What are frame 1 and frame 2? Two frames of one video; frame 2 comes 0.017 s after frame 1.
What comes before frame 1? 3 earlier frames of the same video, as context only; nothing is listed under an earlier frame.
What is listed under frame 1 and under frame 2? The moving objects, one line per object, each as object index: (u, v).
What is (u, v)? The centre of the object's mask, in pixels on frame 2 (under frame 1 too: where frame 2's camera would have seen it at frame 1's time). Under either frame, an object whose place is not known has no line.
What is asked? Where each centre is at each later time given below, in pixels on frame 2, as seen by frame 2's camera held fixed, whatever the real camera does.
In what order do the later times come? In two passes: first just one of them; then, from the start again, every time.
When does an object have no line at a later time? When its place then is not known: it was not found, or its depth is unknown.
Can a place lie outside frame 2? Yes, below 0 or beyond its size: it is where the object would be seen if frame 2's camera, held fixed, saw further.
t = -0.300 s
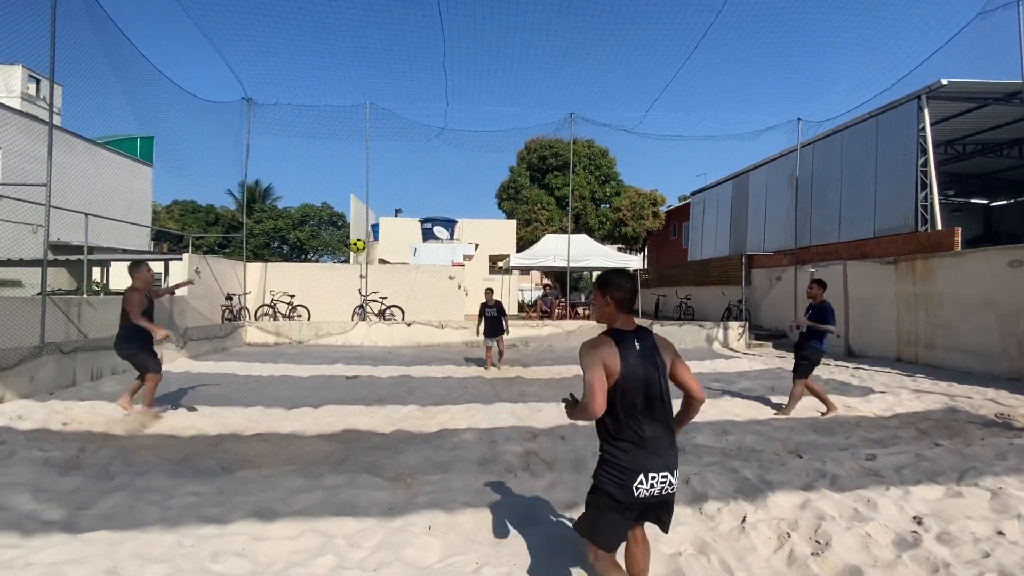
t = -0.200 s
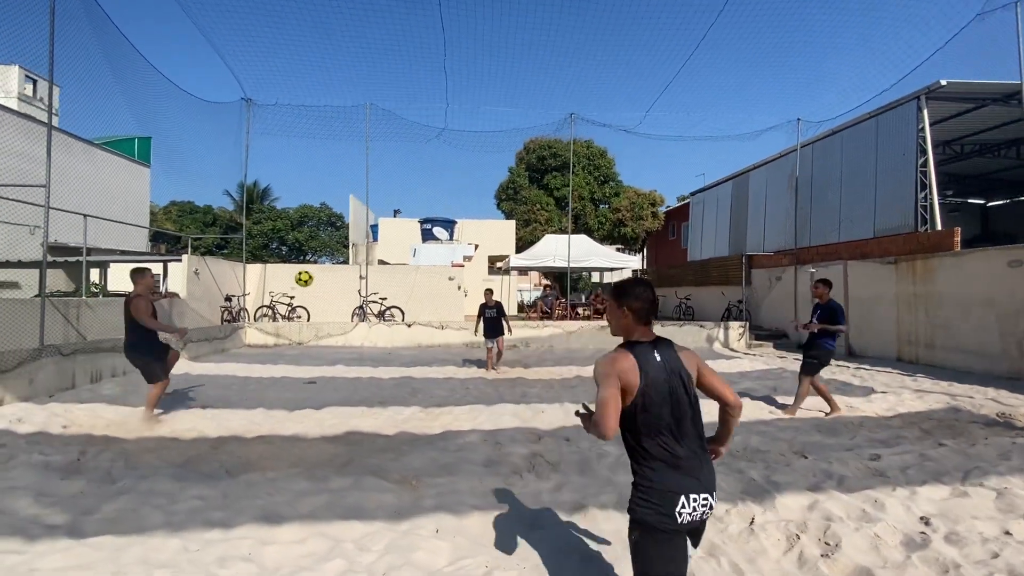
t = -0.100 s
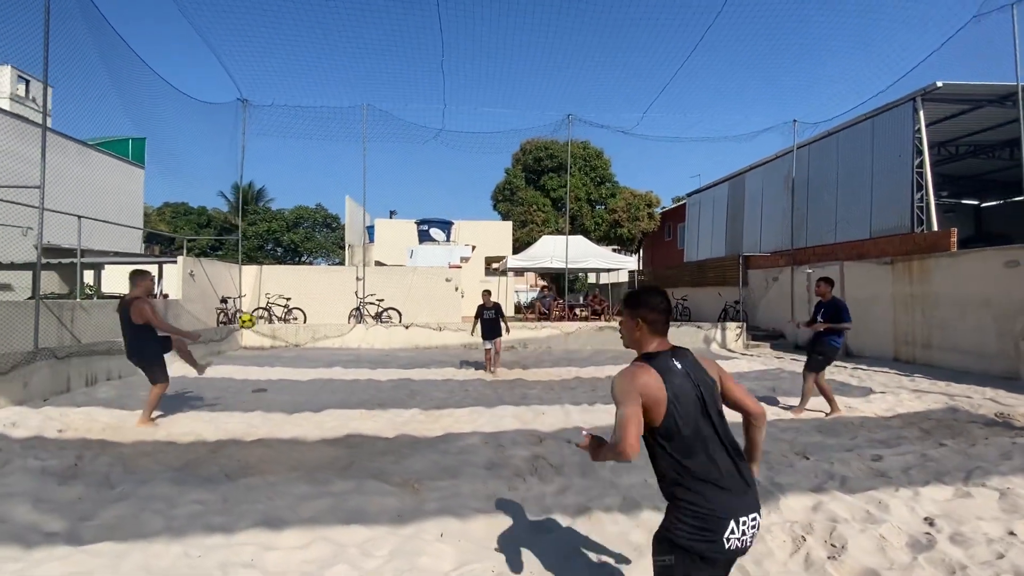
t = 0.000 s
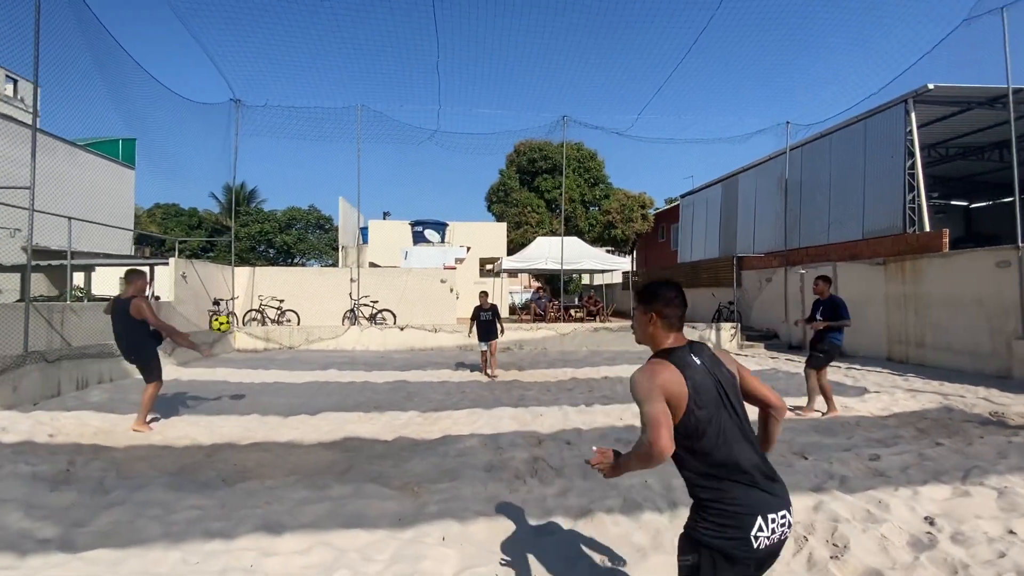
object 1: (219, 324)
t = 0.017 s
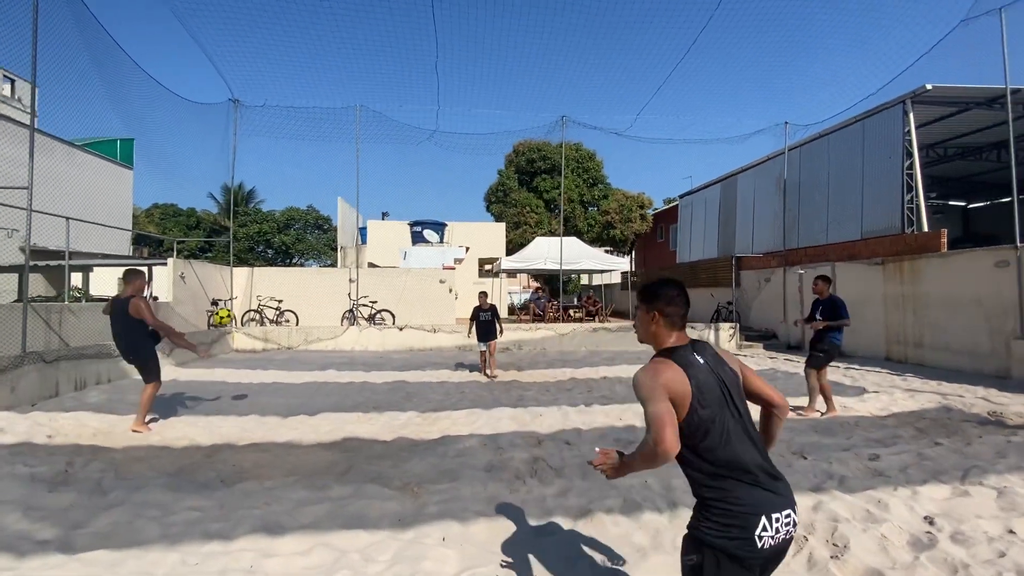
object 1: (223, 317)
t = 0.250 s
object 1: (292, 213)
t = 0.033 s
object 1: (227, 308)
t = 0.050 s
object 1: (232, 301)
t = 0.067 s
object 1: (236, 293)
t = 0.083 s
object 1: (240, 285)
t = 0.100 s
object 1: (244, 277)
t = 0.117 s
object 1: (249, 270)
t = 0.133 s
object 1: (254, 263)
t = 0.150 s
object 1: (259, 256)
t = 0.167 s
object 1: (264, 248)
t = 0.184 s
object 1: (270, 241)
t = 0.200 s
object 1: (275, 234)
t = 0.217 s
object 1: (281, 227)
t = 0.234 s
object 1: (286, 220)
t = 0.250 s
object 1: (292, 213)
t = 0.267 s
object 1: (295, 207)
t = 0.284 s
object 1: (301, 200)
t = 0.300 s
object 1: (307, 194)
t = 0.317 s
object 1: (312, 188)
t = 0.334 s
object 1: (318, 182)
